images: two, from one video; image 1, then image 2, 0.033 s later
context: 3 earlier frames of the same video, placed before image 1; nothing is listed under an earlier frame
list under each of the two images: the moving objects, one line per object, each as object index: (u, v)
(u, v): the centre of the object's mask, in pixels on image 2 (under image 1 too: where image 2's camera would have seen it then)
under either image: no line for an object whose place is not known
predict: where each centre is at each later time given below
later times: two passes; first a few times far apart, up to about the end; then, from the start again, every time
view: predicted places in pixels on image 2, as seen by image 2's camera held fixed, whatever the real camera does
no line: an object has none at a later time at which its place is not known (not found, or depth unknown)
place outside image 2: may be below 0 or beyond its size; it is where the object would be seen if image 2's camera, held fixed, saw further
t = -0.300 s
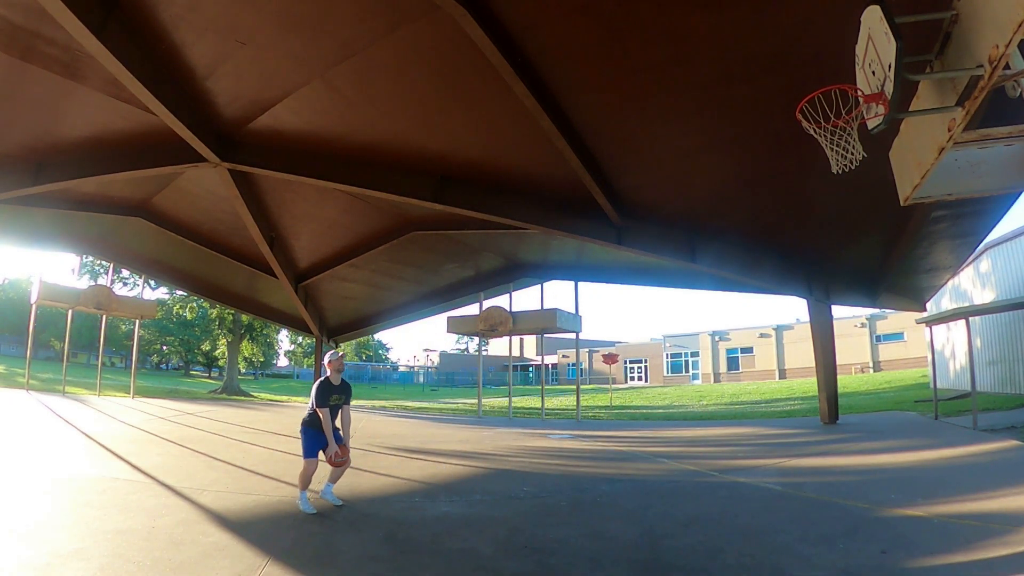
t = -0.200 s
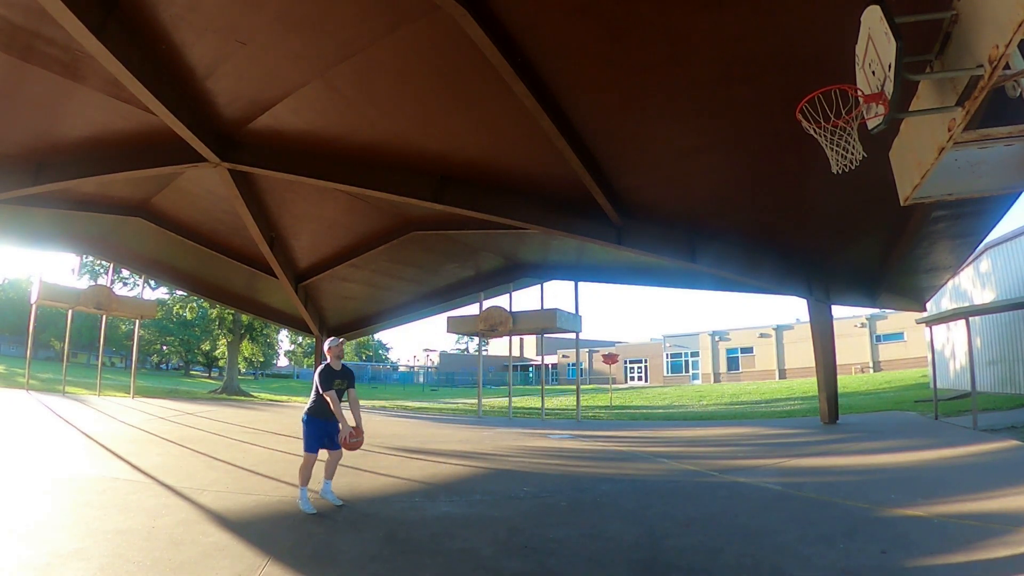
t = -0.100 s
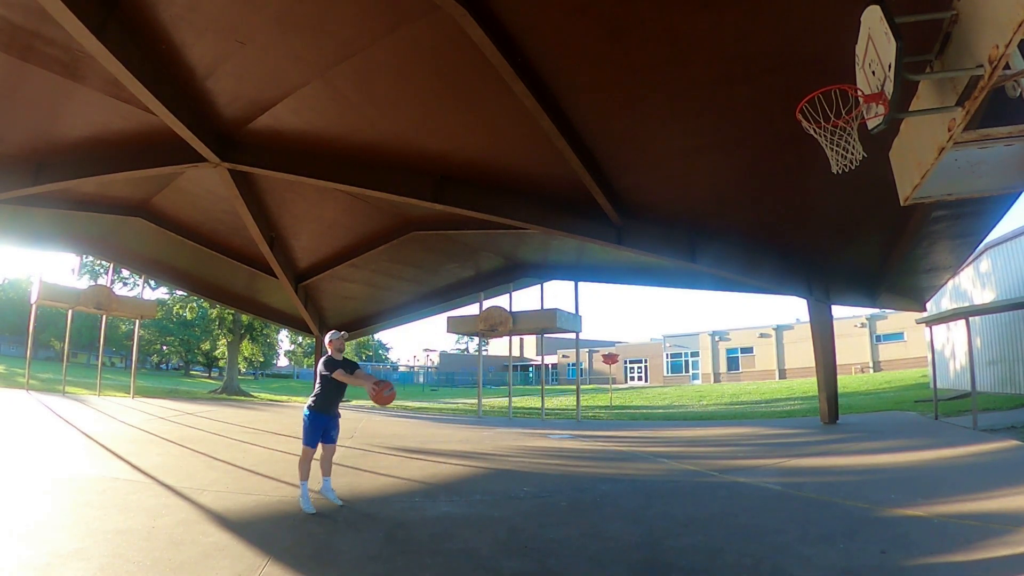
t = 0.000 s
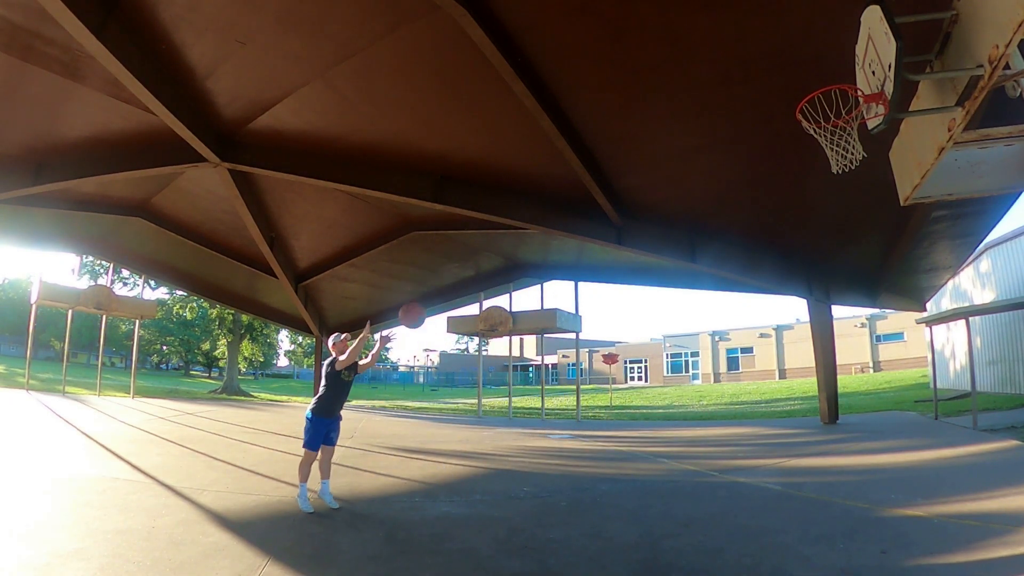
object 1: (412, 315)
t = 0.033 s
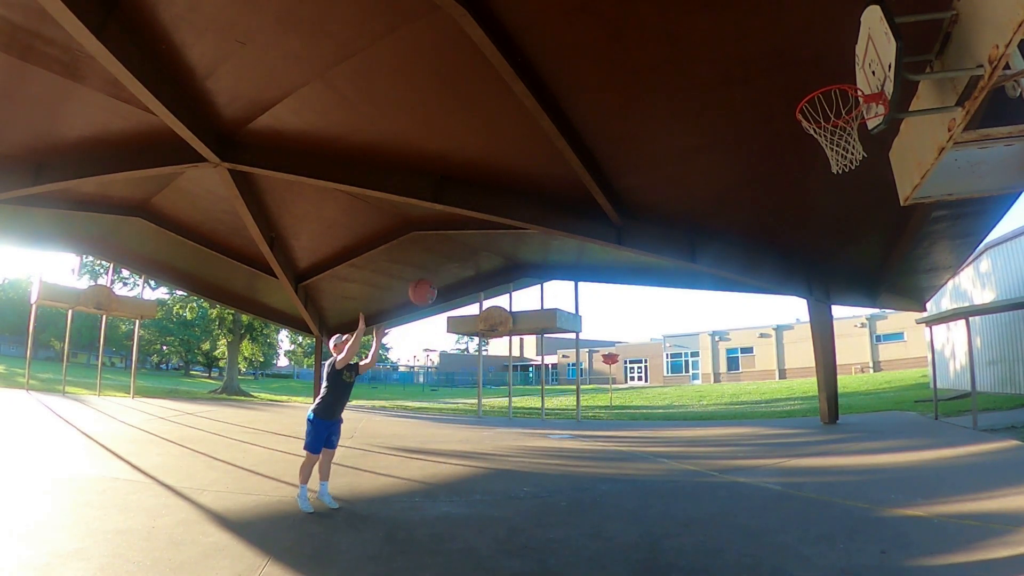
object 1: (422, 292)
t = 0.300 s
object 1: (506, 141)
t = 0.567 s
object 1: (589, 66)
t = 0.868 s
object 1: (694, 61)
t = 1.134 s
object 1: (773, 138)
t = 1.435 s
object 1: (691, 275)
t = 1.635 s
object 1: (648, 395)
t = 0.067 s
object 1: (433, 269)
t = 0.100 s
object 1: (443, 247)
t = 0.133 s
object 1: (454, 226)
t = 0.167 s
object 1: (464, 206)
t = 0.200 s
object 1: (475, 189)
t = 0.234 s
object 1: (485, 173)
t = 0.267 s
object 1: (496, 156)
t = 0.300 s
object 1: (506, 141)
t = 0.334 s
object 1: (517, 128)
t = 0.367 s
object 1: (527, 116)
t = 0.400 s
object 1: (538, 104)
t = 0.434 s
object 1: (548, 94)
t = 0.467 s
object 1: (558, 86)
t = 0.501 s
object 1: (568, 78)
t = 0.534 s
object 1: (579, 72)
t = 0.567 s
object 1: (589, 66)
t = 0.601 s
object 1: (600, 62)
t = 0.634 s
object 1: (611, 58)
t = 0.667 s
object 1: (622, 56)
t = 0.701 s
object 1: (633, 53)
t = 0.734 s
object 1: (645, 53)
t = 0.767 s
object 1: (657, 53)
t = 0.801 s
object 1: (668, 55)
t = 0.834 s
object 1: (681, 58)
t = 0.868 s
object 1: (694, 61)
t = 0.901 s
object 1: (708, 67)
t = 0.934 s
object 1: (722, 73)
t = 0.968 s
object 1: (737, 81)
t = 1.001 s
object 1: (752, 91)
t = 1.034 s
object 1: (768, 102)
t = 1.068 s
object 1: (783, 116)
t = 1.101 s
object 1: (784, 127)
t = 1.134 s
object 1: (773, 138)
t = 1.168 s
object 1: (762, 151)
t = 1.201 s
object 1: (752, 164)
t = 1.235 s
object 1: (742, 178)
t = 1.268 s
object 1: (733, 192)
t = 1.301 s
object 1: (725, 207)
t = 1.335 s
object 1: (716, 224)
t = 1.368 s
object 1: (707, 240)
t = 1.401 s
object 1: (699, 258)
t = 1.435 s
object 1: (691, 275)
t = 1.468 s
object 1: (684, 295)
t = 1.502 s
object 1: (676, 314)
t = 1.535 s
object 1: (669, 334)
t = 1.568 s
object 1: (662, 354)
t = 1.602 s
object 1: (655, 374)
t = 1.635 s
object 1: (648, 395)
